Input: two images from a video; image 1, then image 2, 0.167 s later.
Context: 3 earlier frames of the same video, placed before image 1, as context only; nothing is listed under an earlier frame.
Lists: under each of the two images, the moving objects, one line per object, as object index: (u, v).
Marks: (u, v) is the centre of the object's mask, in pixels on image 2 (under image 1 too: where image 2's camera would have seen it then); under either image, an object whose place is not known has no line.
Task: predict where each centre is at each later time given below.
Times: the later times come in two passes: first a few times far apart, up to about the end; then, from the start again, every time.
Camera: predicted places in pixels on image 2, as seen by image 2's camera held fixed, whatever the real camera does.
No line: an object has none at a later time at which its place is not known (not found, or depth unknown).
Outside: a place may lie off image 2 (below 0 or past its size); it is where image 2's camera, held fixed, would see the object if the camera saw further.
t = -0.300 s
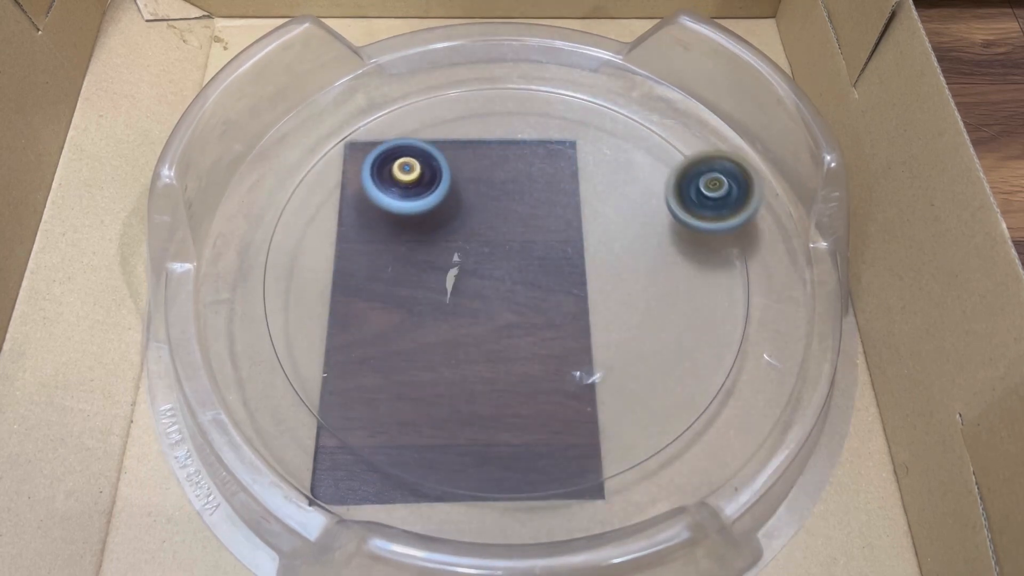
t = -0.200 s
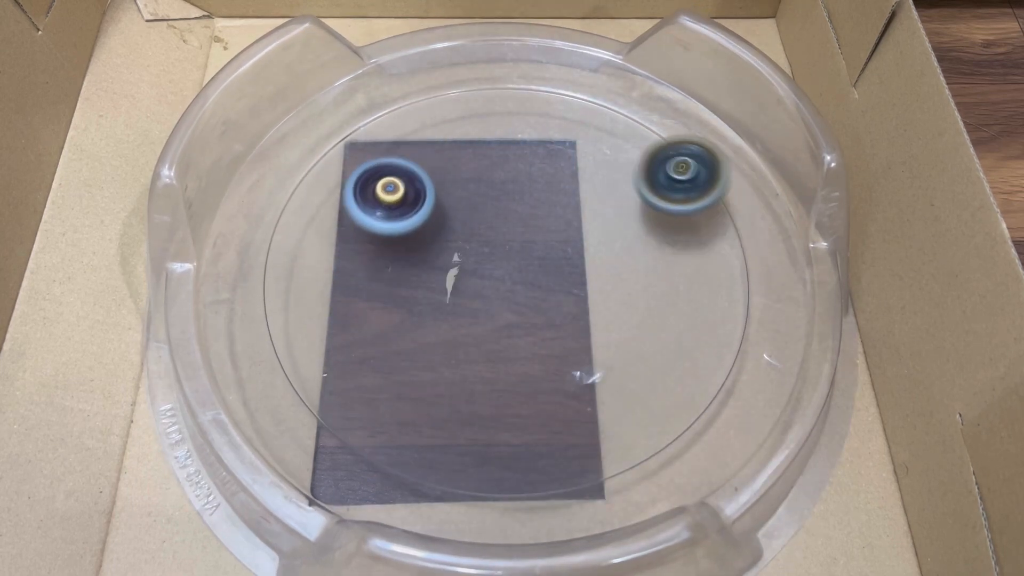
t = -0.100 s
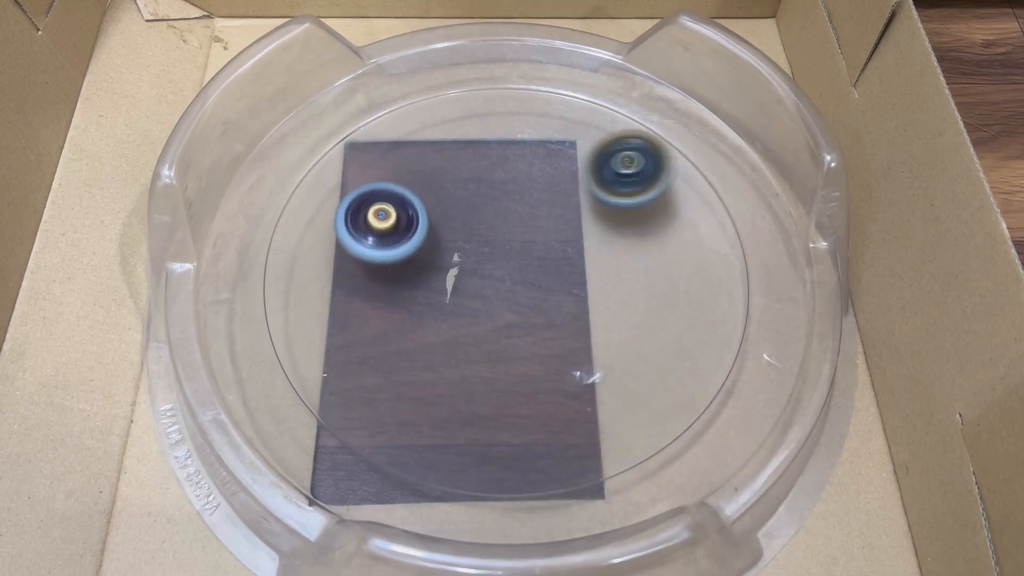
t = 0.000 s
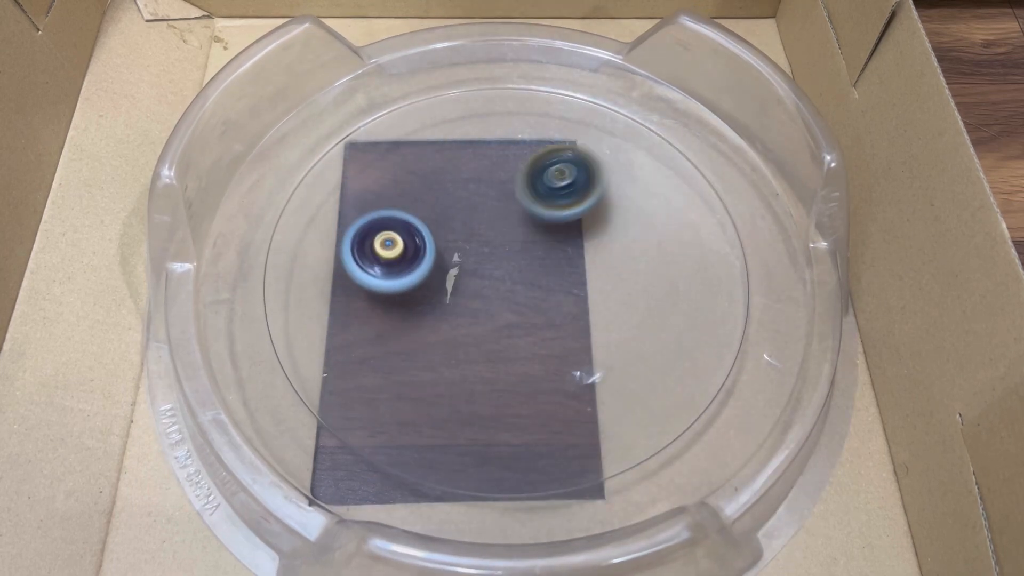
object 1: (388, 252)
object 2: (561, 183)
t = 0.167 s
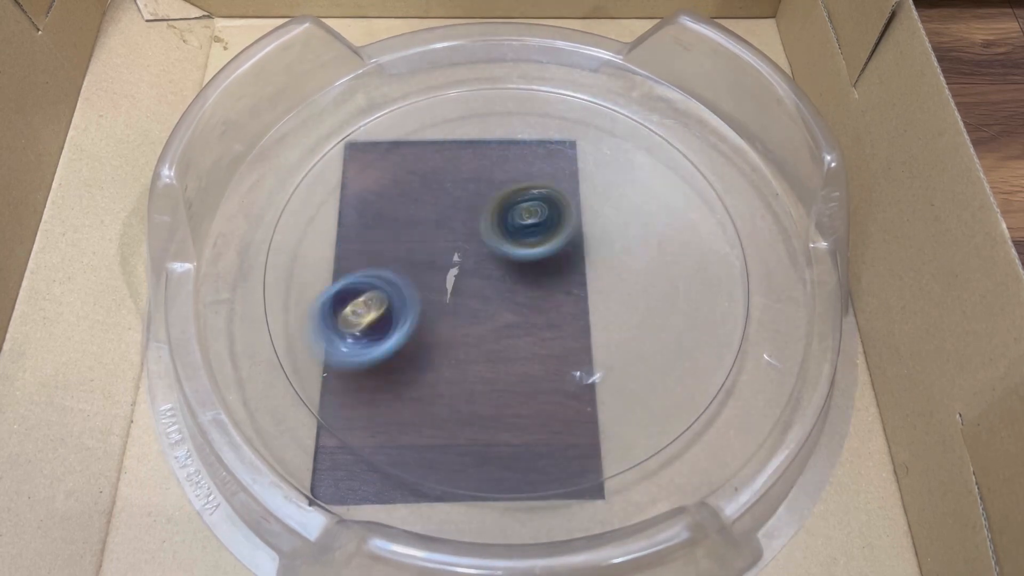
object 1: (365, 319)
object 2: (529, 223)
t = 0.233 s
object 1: (295, 377)
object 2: (587, 214)
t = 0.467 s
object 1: (360, 462)
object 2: (580, 217)
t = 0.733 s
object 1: (539, 418)
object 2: (494, 300)
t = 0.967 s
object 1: (656, 297)
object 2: (514, 363)
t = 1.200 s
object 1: (617, 201)
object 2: (573, 357)
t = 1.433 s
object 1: (547, 162)
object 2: (548, 299)
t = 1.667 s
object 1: (470, 158)
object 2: (461, 285)
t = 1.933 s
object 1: (412, 213)
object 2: (430, 325)
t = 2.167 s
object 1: (419, 252)
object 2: (481, 347)
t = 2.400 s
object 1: (451, 279)
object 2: (549, 304)
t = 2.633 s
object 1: (484, 288)
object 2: (556, 221)
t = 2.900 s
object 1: (533, 266)
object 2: (460, 199)
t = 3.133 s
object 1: (547, 238)
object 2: (438, 252)
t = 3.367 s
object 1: (543, 218)
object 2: (487, 290)
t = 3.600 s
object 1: (525, 194)
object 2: (545, 297)
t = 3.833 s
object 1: (504, 201)
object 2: (577, 266)
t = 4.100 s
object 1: (449, 214)
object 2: (616, 249)
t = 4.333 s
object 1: (447, 260)
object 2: (594, 225)
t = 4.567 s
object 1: (472, 304)
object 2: (553, 237)
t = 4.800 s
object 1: (512, 339)
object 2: (547, 252)
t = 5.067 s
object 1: (574, 365)
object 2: (520, 230)
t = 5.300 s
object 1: (607, 339)
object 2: (485, 269)
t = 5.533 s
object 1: (648, 304)
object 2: (494, 293)
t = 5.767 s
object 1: (619, 247)
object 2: (509, 300)
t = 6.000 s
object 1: (583, 220)
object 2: (479, 284)
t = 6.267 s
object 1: (537, 206)
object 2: (467, 331)
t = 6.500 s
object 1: (492, 214)
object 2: (516, 306)
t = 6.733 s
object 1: (427, 200)
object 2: (548, 291)
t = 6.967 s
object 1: (399, 224)
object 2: (534, 252)
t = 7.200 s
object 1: (396, 248)
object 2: (492, 259)
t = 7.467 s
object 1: (362, 284)
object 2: (585, 238)
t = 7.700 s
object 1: (395, 305)
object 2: (554, 220)
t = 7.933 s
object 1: (440, 314)
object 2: (530, 242)
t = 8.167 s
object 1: (477, 326)
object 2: (545, 237)
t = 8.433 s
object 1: (527, 320)
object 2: (523, 231)
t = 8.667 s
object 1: (563, 311)
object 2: (503, 244)
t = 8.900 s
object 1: (672, 333)
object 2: (435, 214)
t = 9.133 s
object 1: (704, 290)
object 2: (431, 265)
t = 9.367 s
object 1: (688, 233)
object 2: (495, 292)
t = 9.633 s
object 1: (610, 192)
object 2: (544, 270)
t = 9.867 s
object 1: (536, 181)
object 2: (536, 281)
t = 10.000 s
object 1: (493, 192)
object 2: (539, 286)
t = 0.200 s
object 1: (324, 350)
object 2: (562, 221)
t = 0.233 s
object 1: (295, 377)
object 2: (587, 214)
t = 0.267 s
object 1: (282, 404)
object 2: (607, 210)
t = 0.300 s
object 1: (279, 427)
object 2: (621, 208)
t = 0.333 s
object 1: (289, 446)
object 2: (624, 209)
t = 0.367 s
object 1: (306, 459)
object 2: (619, 210)
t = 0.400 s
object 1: (326, 469)
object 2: (608, 212)
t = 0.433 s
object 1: (343, 466)
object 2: (594, 214)
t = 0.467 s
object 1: (360, 462)
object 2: (580, 217)
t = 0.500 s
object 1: (377, 459)
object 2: (566, 222)
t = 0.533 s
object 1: (398, 457)
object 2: (551, 229)
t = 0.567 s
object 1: (425, 455)
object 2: (537, 238)
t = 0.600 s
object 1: (451, 451)
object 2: (524, 248)
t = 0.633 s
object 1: (473, 444)
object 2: (513, 259)
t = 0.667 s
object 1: (494, 437)
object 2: (504, 273)
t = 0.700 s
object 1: (517, 428)
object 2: (497, 286)
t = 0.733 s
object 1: (539, 418)
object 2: (494, 300)
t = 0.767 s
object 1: (560, 407)
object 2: (494, 314)
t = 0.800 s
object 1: (579, 393)
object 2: (498, 327)
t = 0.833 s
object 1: (597, 376)
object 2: (503, 339)
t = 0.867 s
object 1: (623, 359)
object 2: (501, 345)
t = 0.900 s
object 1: (643, 338)
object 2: (502, 351)
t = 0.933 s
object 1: (653, 317)
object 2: (507, 357)
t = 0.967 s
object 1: (656, 297)
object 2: (514, 363)
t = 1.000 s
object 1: (655, 278)
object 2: (522, 369)
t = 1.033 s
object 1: (652, 261)
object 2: (532, 372)
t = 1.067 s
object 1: (646, 246)
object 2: (542, 373)
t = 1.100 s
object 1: (639, 232)
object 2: (551, 372)
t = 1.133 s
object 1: (632, 221)
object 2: (559, 370)
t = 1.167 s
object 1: (625, 210)
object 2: (567, 364)
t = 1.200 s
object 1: (617, 201)
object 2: (573, 357)
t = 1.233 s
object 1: (608, 193)
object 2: (577, 349)
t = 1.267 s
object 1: (598, 186)
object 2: (577, 340)
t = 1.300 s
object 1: (589, 180)
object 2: (576, 332)
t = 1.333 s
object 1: (580, 174)
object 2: (572, 322)
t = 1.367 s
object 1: (570, 169)
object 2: (565, 314)
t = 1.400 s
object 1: (558, 165)
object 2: (557, 306)
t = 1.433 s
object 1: (547, 162)
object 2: (548, 299)
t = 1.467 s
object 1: (535, 159)
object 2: (537, 292)
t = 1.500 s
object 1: (523, 157)
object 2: (525, 287)
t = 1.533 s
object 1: (513, 155)
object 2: (512, 284)
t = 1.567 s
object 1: (501, 155)
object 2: (499, 282)
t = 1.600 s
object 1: (491, 155)
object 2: (486, 281)
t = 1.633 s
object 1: (480, 156)
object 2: (473, 282)
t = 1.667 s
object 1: (470, 158)
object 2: (461, 285)
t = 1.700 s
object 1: (460, 161)
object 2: (450, 288)
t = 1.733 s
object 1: (450, 165)
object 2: (441, 293)
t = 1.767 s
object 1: (441, 171)
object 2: (434, 299)
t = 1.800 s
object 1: (433, 178)
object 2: (429, 305)
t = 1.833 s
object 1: (426, 185)
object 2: (427, 311)
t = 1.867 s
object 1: (420, 194)
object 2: (426, 317)
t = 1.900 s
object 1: (415, 203)
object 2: (427, 321)
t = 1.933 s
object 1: (412, 213)
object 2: (430, 325)
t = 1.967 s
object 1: (411, 223)
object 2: (434, 328)
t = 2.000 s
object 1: (411, 234)
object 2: (438, 329)
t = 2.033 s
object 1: (413, 244)
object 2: (443, 330)
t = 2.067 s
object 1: (416, 252)
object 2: (449, 330)
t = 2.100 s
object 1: (418, 256)
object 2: (456, 333)
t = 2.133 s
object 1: (418, 253)
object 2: (469, 343)
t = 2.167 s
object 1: (419, 252)
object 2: (481, 347)
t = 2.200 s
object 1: (423, 255)
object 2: (492, 346)
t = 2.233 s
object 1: (428, 261)
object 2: (503, 342)
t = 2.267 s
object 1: (433, 265)
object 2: (513, 336)
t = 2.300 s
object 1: (440, 271)
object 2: (522, 329)
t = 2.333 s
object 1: (446, 275)
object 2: (530, 320)
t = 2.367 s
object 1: (447, 276)
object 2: (542, 314)
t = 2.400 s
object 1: (451, 279)
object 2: (549, 304)
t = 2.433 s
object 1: (457, 282)
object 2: (554, 293)
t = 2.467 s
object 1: (458, 283)
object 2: (563, 282)
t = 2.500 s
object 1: (460, 284)
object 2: (569, 269)
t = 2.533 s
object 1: (465, 286)
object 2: (571, 256)
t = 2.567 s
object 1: (471, 287)
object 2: (569, 243)
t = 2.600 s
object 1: (477, 288)
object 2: (564, 232)
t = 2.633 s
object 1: (484, 288)
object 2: (556, 221)
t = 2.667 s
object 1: (490, 287)
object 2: (545, 211)
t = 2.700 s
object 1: (497, 286)
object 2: (534, 203)
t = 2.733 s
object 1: (504, 284)
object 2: (521, 198)
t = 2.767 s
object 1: (511, 282)
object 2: (508, 194)
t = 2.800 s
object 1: (517, 279)
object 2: (494, 192)
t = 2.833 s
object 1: (523, 275)
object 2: (482, 192)
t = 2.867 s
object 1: (528, 271)
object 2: (471, 195)
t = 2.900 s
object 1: (533, 266)
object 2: (460, 199)
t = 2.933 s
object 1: (537, 262)
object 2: (451, 205)
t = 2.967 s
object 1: (540, 257)
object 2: (444, 212)
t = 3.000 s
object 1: (543, 253)
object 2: (439, 219)
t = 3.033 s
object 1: (545, 248)
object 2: (437, 227)
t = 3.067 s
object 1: (546, 245)
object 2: (435, 235)
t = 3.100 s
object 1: (546, 241)
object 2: (436, 244)
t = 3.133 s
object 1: (547, 238)
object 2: (438, 252)
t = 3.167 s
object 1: (547, 235)
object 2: (441, 259)
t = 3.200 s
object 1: (547, 232)
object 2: (446, 266)
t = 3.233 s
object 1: (547, 229)
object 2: (452, 272)
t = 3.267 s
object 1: (547, 227)
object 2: (459, 278)
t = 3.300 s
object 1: (546, 223)
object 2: (468, 283)
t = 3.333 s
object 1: (545, 220)
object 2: (477, 287)
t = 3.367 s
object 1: (543, 218)
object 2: (487, 290)
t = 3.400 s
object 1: (541, 216)
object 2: (497, 291)
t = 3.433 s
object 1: (539, 214)
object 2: (507, 291)
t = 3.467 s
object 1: (537, 211)
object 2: (516, 291)
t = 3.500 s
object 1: (537, 201)
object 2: (522, 299)
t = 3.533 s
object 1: (533, 197)
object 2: (529, 301)
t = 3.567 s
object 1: (528, 194)
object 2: (537, 300)
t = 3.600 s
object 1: (525, 194)
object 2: (545, 297)
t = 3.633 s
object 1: (522, 194)
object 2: (553, 294)
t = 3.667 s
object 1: (519, 194)
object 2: (559, 290)
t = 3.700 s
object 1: (515, 195)
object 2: (565, 285)
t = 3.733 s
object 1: (512, 196)
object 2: (569, 281)
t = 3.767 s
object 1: (509, 197)
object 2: (573, 276)
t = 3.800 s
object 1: (507, 199)
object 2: (575, 271)
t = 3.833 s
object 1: (504, 201)
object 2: (577, 266)
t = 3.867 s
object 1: (502, 203)
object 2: (577, 262)
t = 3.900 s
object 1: (500, 206)
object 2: (577, 257)
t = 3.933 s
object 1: (499, 209)
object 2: (576, 253)
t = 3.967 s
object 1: (484, 203)
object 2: (591, 259)
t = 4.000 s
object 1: (468, 199)
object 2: (603, 262)
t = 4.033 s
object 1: (459, 202)
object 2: (610, 260)
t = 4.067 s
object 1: (452, 208)
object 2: (614, 255)
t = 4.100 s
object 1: (449, 214)
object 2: (616, 249)
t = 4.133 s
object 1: (446, 221)
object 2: (617, 243)
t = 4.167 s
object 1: (444, 228)
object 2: (616, 238)
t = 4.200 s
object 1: (444, 234)
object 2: (613, 234)
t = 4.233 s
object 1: (443, 240)
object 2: (609, 230)
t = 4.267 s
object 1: (444, 247)
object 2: (605, 228)
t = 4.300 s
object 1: (445, 254)
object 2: (600, 226)
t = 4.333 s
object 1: (447, 260)
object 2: (594, 225)
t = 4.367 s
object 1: (450, 267)
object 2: (587, 225)
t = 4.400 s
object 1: (454, 273)
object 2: (580, 226)
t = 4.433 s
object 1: (458, 279)
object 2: (572, 227)
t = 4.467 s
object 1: (463, 284)
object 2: (564, 230)
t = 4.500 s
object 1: (469, 289)
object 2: (557, 234)
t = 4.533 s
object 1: (475, 294)
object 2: (549, 239)
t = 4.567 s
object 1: (472, 304)
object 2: (553, 237)
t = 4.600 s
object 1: (470, 315)
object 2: (556, 236)
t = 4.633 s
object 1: (475, 322)
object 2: (556, 237)
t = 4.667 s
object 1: (483, 327)
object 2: (554, 240)
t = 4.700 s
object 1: (489, 331)
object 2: (552, 242)
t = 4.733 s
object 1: (497, 334)
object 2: (550, 246)
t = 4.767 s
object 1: (504, 336)
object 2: (548, 249)
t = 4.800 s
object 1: (512, 339)
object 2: (547, 252)
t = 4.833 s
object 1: (520, 340)
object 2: (545, 255)
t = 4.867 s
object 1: (528, 341)
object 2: (544, 257)
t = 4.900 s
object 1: (534, 348)
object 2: (545, 255)
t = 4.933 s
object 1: (539, 363)
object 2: (547, 243)
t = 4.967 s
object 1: (546, 370)
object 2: (544, 236)
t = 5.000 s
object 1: (556, 370)
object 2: (537, 232)
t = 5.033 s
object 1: (565, 368)
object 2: (529, 230)
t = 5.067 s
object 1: (574, 365)
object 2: (520, 230)
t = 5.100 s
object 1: (580, 361)
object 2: (511, 231)
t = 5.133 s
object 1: (585, 358)
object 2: (502, 234)
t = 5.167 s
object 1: (590, 354)
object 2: (495, 239)
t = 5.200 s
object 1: (595, 351)
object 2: (490, 245)
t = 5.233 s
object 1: (600, 348)
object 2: (486, 252)
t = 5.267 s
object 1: (604, 344)
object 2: (484, 261)
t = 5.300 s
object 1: (607, 339)
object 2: (485, 269)
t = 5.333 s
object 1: (610, 334)
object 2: (487, 278)
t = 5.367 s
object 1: (612, 329)
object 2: (492, 285)
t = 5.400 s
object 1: (614, 324)
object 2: (499, 291)
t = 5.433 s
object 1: (614, 318)
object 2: (507, 297)
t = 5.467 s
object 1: (614, 313)
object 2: (514, 299)
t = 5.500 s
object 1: (636, 310)
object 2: (501, 296)
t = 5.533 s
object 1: (648, 304)
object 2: (494, 293)
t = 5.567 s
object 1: (651, 295)
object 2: (492, 295)
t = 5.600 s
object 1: (650, 287)
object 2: (492, 298)
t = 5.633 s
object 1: (646, 279)
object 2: (494, 301)
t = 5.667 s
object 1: (640, 270)
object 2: (497, 302)
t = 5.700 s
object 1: (633, 262)
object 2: (501, 303)
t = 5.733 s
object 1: (626, 254)
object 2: (505, 302)
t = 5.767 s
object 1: (619, 247)
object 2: (509, 300)
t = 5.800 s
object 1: (611, 242)
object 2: (511, 296)
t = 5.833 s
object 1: (604, 238)
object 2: (512, 292)
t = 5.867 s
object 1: (597, 236)
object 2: (510, 287)
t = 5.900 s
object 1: (590, 234)
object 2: (507, 282)
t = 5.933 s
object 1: (583, 231)
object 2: (504, 279)
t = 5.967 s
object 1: (578, 229)
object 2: (498, 278)
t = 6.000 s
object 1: (583, 220)
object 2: (479, 284)
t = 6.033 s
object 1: (581, 215)
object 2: (467, 289)
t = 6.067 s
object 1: (575, 212)
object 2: (461, 295)
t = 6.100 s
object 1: (568, 210)
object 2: (456, 302)
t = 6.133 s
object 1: (562, 209)
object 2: (454, 309)
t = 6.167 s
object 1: (555, 207)
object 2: (454, 316)
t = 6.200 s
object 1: (549, 207)
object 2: (457, 322)
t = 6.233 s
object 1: (543, 206)
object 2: (461, 327)
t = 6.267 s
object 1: (537, 206)
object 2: (467, 331)
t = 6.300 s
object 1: (530, 206)
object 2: (475, 333)
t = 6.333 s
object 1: (523, 207)
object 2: (482, 333)
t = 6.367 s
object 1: (517, 207)
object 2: (491, 331)
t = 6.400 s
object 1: (511, 208)
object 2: (499, 327)
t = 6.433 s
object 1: (504, 210)
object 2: (506, 322)
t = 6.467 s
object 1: (498, 212)
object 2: (512, 314)
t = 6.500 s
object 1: (492, 214)
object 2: (516, 306)
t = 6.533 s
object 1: (486, 218)
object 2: (517, 296)
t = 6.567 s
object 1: (479, 217)
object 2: (519, 291)
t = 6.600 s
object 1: (470, 214)
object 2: (521, 289)
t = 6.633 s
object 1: (455, 201)
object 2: (531, 298)
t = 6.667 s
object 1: (443, 197)
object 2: (537, 300)
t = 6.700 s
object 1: (434, 198)
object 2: (543, 297)
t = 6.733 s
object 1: (427, 200)
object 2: (548, 291)
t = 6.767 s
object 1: (421, 203)
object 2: (551, 285)
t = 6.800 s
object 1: (416, 207)
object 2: (552, 278)
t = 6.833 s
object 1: (411, 210)
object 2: (552, 272)
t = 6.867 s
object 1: (408, 214)
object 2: (550, 266)
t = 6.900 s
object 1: (405, 217)
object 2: (546, 260)
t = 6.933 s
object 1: (402, 220)
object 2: (540, 256)
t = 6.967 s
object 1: (399, 224)
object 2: (534, 252)
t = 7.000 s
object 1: (397, 227)
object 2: (527, 250)
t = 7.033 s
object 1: (395, 232)
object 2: (520, 249)
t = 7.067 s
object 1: (395, 235)
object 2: (513, 249)
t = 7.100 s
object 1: (395, 239)
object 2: (507, 250)
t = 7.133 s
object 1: (395, 242)
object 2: (500, 252)
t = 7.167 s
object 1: (395, 245)
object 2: (495, 255)
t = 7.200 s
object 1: (396, 248)
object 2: (492, 259)
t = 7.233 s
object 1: (375, 246)
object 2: (515, 267)
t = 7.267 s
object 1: (356, 246)
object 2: (538, 272)
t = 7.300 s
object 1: (347, 250)
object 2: (552, 272)
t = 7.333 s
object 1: (347, 256)
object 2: (564, 267)
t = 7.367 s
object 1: (350, 265)
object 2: (573, 261)
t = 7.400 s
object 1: (353, 273)
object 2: (579, 254)
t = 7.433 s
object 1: (358, 279)
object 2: (583, 246)
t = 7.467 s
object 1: (362, 284)
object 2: (585, 238)
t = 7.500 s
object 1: (366, 289)
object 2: (585, 231)
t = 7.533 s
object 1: (370, 292)
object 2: (582, 225)
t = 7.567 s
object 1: (375, 295)
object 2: (577, 221)
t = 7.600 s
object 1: (381, 298)
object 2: (571, 219)
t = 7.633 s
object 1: (385, 301)
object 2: (564, 219)
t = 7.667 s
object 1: (390, 303)
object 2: (559, 219)
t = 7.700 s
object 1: (395, 305)
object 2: (554, 220)
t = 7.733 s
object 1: (401, 307)
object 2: (548, 222)
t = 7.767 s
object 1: (407, 309)
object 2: (543, 224)
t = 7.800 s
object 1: (412, 311)
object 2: (538, 227)
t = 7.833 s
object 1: (419, 312)
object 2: (535, 230)
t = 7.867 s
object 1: (426, 313)
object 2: (532, 234)
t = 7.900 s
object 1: (433, 314)
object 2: (531, 238)
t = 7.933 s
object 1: (440, 314)
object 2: (530, 242)
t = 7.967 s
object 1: (448, 315)
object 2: (529, 245)
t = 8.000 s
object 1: (457, 315)
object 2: (528, 247)
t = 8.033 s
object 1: (464, 314)
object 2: (527, 251)
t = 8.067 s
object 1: (460, 323)
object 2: (538, 246)
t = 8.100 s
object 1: (461, 328)
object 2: (544, 243)
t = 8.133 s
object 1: (468, 327)
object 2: (545, 240)
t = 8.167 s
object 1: (477, 326)
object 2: (545, 237)
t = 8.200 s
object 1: (486, 324)
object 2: (543, 235)
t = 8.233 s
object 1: (494, 322)
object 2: (540, 234)
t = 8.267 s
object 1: (500, 320)
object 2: (536, 235)
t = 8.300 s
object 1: (506, 318)
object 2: (533, 237)
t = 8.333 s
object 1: (510, 320)
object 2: (532, 236)
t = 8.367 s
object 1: (515, 322)
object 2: (530, 232)
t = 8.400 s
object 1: (521, 321)
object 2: (527, 230)
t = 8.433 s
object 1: (527, 320)
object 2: (523, 231)
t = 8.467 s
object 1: (531, 317)
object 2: (519, 233)
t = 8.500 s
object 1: (536, 316)
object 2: (516, 236)
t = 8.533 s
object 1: (543, 319)
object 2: (513, 235)
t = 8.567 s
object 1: (548, 318)
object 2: (510, 235)
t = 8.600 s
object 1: (553, 316)
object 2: (507, 236)
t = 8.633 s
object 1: (558, 314)
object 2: (504, 240)
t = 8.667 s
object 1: (563, 311)
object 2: (503, 244)
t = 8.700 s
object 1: (572, 313)
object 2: (501, 245)
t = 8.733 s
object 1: (601, 333)
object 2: (484, 225)
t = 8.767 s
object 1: (625, 345)
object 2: (471, 211)
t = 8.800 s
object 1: (644, 347)
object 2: (461, 205)
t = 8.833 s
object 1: (658, 343)
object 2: (451, 205)
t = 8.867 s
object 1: (666, 338)
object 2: (443, 209)
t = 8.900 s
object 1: (672, 333)
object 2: (435, 214)
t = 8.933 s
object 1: (678, 328)
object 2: (429, 220)
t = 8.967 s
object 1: (683, 323)
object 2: (425, 227)
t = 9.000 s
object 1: (689, 317)
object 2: (422, 234)
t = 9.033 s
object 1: (693, 311)
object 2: (421, 242)
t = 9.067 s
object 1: (697, 304)
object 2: (423, 250)
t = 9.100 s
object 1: (701, 297)
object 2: (426, 258)
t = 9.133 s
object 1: (704, 290)
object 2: (431, 265)
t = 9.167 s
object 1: (706, 282)
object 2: (437, 272)
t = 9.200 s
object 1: (708, 274)
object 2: (444, 278)
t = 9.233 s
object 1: (707, 265)
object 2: (453, 283)
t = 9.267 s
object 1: (705, 257)
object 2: (463, 287)
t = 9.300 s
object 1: (701, 249)
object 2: (473, 290)
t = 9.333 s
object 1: (696, 241)
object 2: (484, 291)
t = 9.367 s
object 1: (688, 233)
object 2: (495, 292)
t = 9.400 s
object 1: (680, 226)
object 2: (507, 291)
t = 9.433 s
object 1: (669, 220)
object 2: (518, 289)
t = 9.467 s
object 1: (658, 215)
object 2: (528, 285)
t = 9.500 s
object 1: (645, 211)
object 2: (538, 281)
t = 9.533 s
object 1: (632, 209)
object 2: (546, 276)
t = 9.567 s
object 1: (620, 208)
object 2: (554, 269)
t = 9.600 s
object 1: (617, 198)
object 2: (548, 271)
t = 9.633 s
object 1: (610, 192)
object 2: (544, 270)
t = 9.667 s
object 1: (599, 190)
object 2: (544, 267)
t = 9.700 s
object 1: (587, 190)
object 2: (544, 264)
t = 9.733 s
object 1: (578, 185)
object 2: (539, 268)
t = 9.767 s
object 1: (569, 180)
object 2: (534, 274)
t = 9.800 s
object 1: (558, 179)
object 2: (535, 277)
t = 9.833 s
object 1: (547, 180)
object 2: (535, 279)
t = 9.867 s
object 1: (536, 181)
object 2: (536, 281)
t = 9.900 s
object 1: (524, 183)
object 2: (537, 283)
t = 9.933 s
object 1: (514, 185)
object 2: (538, 284)
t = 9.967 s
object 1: (503, 188)
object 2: (538, 285)
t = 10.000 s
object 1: (493, 192)
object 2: (539, 286)
